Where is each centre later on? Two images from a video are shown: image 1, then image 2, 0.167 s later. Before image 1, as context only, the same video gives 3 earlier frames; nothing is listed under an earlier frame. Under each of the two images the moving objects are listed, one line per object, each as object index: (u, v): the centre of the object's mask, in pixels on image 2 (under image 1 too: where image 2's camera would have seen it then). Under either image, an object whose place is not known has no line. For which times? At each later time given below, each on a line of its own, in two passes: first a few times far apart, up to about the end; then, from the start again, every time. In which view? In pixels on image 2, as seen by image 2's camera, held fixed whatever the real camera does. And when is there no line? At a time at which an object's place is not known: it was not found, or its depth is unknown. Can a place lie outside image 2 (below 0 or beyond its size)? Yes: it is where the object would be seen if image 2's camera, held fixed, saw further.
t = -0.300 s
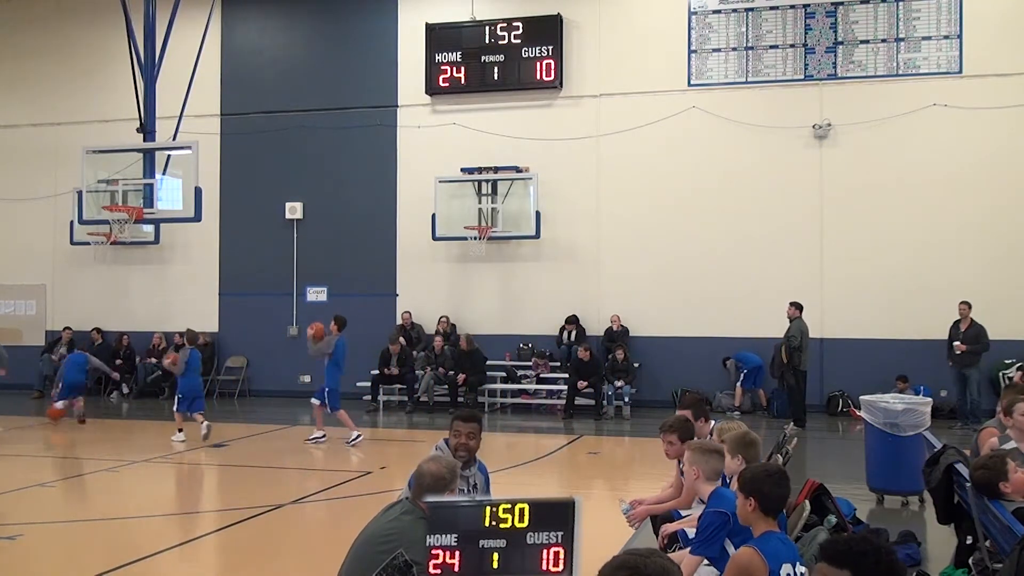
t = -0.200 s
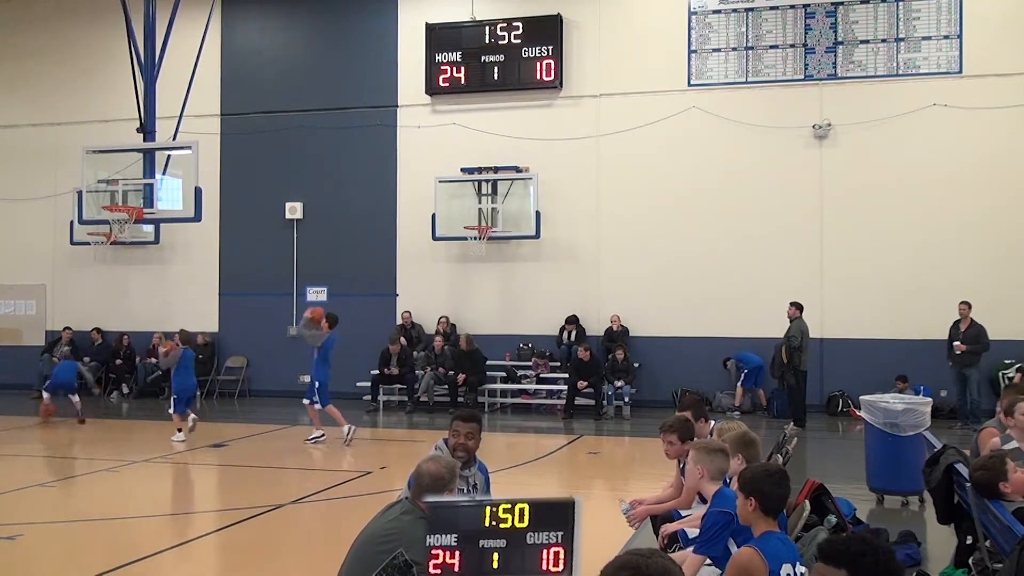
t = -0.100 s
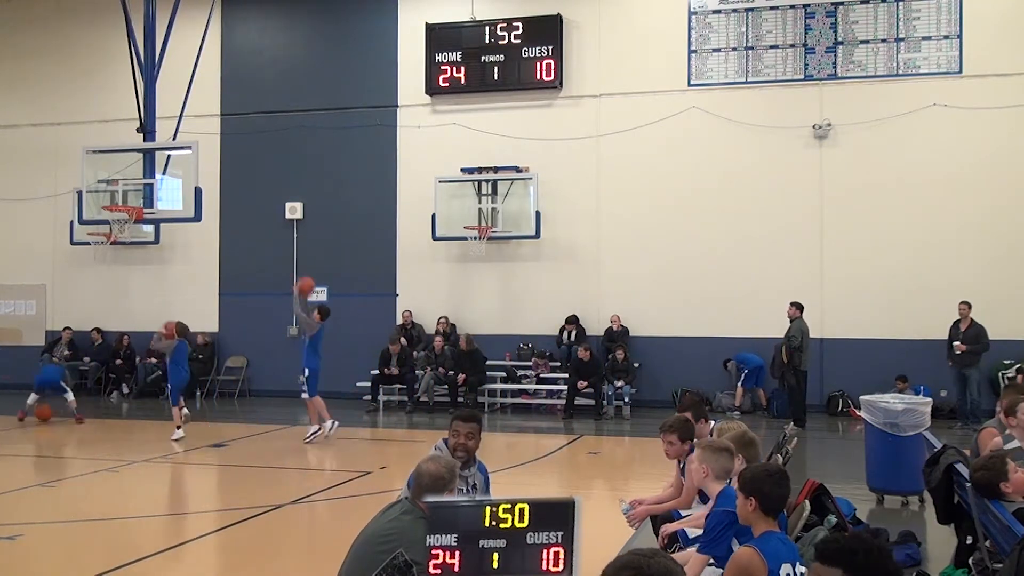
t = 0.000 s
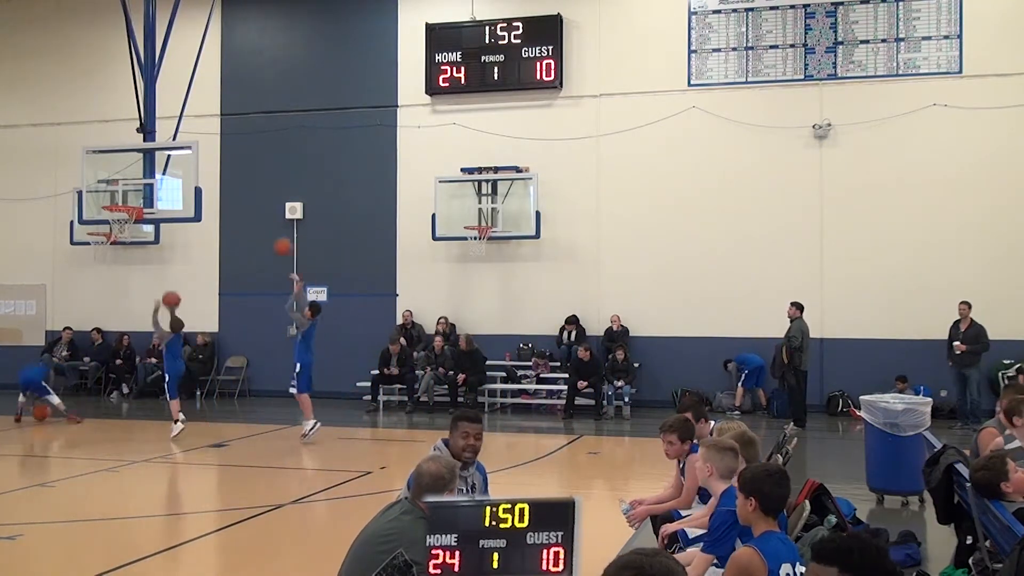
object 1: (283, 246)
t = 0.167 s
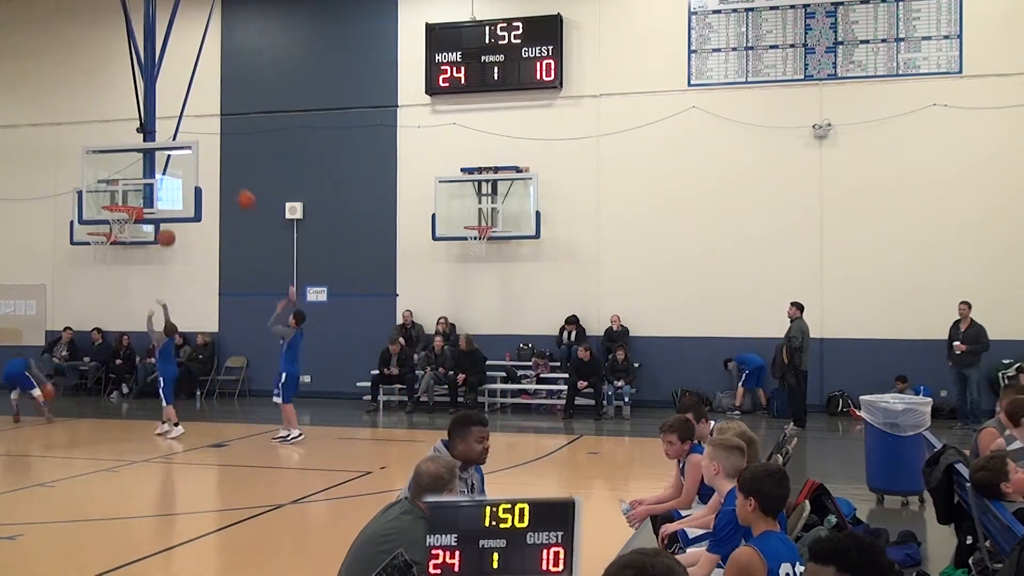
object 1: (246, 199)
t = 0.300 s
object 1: (216, 177)
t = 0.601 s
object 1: (152, 175)
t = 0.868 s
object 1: (125, 193)
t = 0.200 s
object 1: (238, 193)
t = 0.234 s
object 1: (230, 186)
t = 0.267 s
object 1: (223, 181)
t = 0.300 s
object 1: (216, 177)
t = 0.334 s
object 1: (208, 174)
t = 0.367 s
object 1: (201, 171)
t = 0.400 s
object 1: (194, 169)
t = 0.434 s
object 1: (187, 168)
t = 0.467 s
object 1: (179, 168)
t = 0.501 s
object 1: (173, 169)
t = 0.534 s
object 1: (166, 170)
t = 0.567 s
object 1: (158, 172)
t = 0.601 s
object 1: (152, 175)
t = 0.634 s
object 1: (145, 179)
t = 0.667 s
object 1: (140, 182)
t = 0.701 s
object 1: (137, 185)
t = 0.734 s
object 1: (134, 189)
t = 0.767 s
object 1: (130, 194)
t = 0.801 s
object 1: (128, 197)
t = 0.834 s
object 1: (127, 195)
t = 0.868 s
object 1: (125, 193)
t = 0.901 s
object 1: (124, 191)
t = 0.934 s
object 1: (123, 191)
